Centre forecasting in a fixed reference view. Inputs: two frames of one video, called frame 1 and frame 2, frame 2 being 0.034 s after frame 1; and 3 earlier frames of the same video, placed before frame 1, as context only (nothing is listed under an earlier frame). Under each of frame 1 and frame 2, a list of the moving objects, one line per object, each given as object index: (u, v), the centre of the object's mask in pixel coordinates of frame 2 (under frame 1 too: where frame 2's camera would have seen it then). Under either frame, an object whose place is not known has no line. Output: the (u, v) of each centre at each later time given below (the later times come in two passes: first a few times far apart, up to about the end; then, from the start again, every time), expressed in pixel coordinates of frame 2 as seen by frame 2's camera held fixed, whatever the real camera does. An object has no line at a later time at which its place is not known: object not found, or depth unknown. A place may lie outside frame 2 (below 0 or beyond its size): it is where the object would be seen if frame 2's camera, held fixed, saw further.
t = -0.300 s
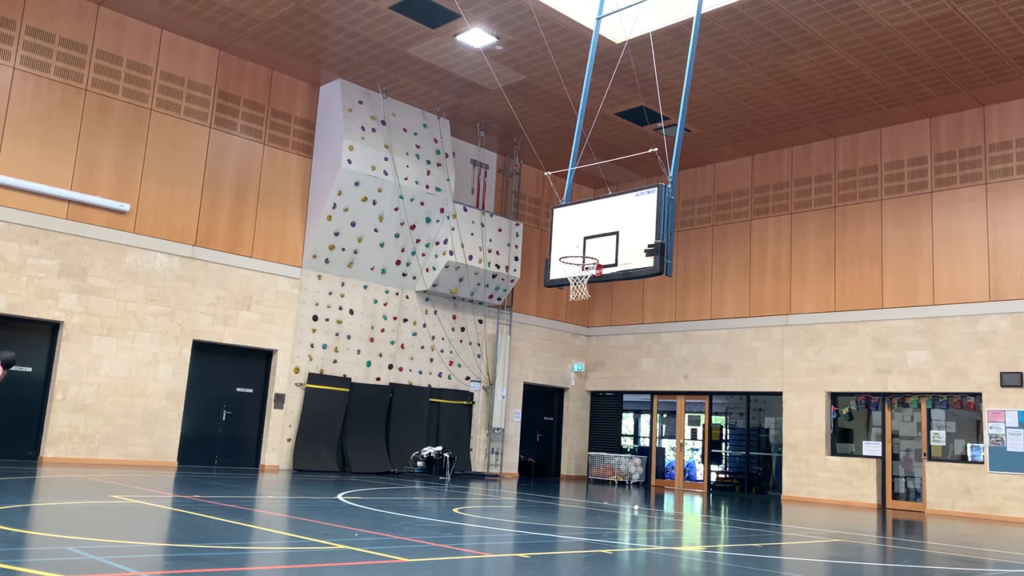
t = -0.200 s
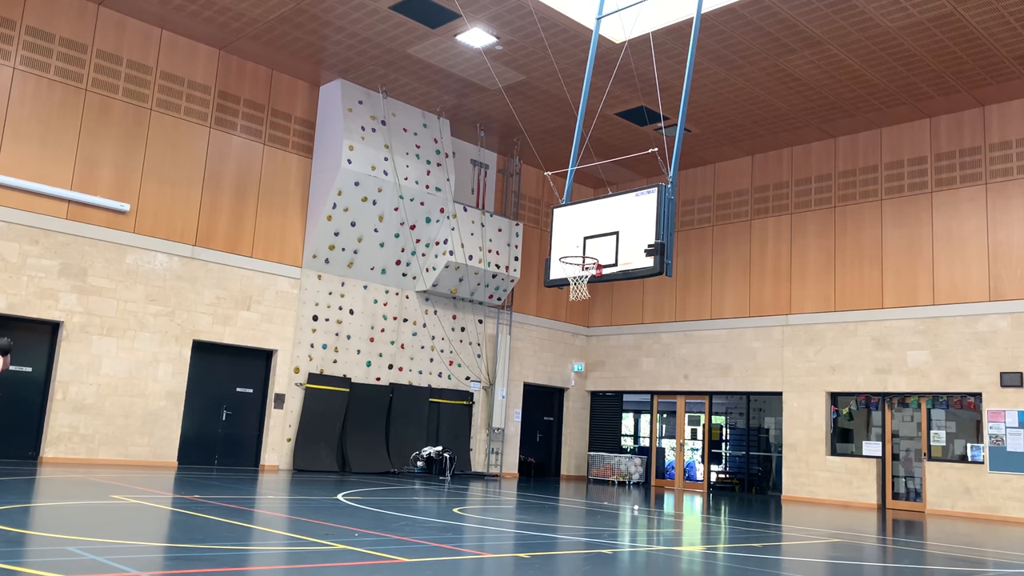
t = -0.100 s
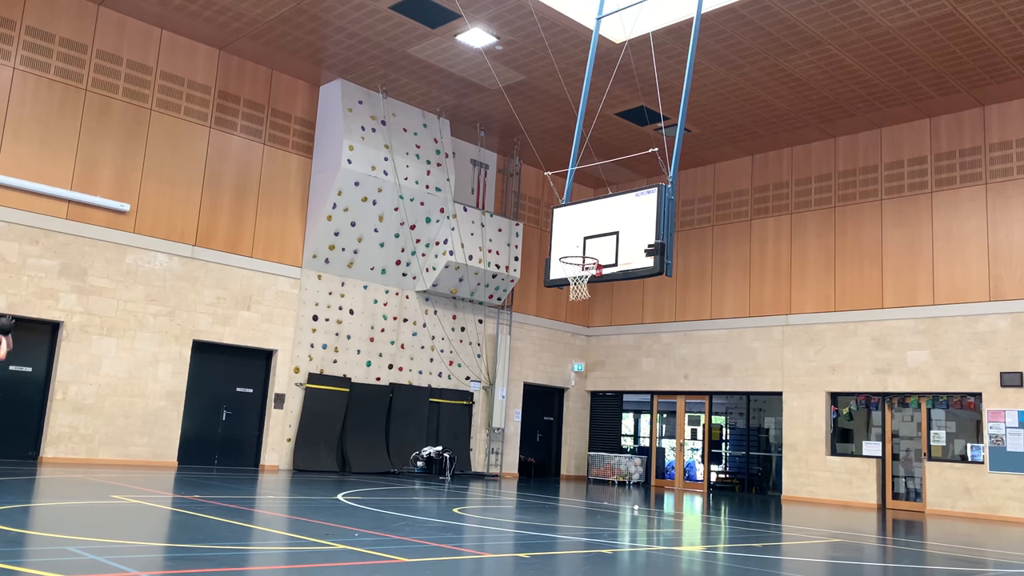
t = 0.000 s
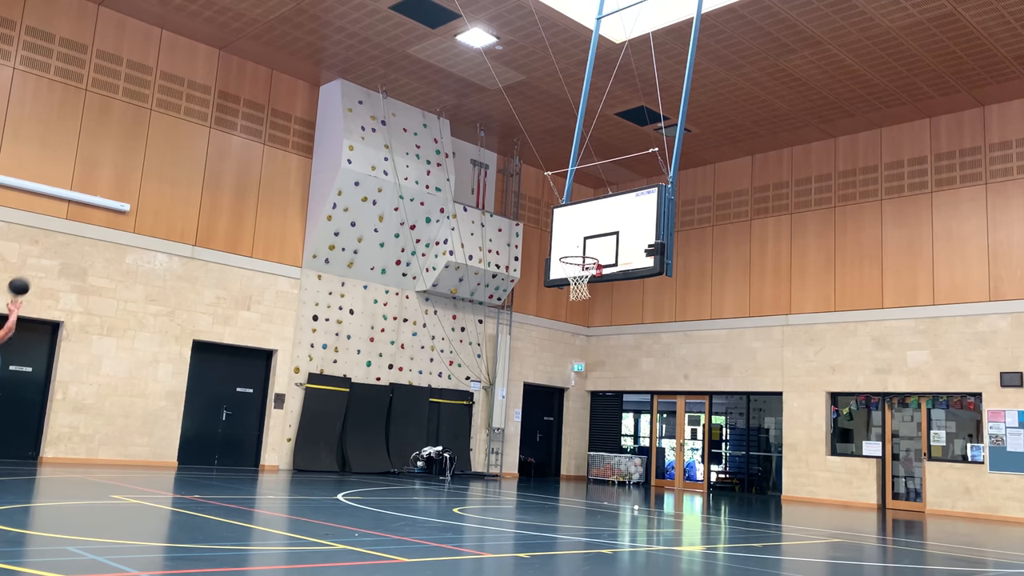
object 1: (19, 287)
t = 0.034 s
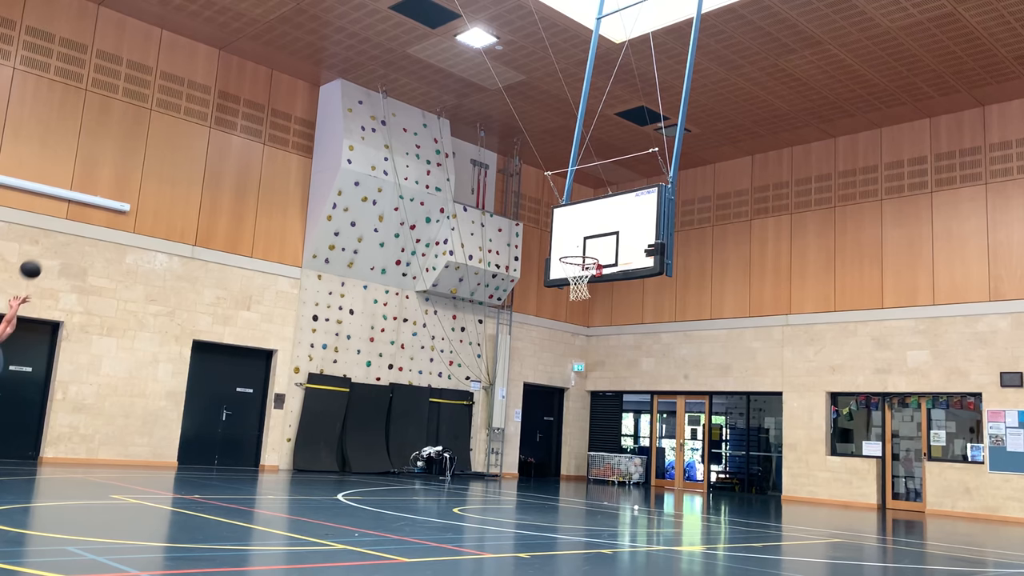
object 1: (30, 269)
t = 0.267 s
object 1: (107, 174)
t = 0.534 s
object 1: (185, 117)
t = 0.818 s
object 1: (259, 112)
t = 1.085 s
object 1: (325, 164)
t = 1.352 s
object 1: (388, 272)
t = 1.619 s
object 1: (451, 443)
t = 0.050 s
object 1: (36, 261)
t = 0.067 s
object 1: (42, 253)
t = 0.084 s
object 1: (47, 245)
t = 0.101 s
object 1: (53, 238)
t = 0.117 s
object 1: (59, 231)
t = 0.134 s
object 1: (65, 223)
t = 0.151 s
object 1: (70, 216)
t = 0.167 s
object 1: (75, 210)
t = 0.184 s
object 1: (81, 203)
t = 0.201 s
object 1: (86, 197)
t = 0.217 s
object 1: (92, 191)
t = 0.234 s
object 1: (97, 185)
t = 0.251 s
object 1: (102, 180)
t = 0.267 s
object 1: (107, 174)
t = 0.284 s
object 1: (112, 169)
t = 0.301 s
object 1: (117, 165)
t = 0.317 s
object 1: (122, 160)
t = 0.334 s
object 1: (128, 155)
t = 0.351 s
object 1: (132, 151)
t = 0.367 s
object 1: (137, 147)
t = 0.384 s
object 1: (142, 143)
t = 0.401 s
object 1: (147, 139)
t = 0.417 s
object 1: (152, 136)
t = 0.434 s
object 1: (157, 132)
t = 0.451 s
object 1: (161, 129)
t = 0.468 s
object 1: (166, 126)
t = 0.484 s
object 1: (171, 124)
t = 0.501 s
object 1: (175, 121)
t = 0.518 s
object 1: (180, 119)
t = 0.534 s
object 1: (185, 117)
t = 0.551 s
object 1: (189, 115)
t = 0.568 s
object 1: (194, 113)
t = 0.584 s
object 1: (198, 111)
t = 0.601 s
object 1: (203, 110)
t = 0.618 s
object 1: (208, 109)
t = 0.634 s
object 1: (212, 109)
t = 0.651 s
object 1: (217, 108)
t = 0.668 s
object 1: (221, 107)
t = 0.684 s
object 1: (226, 107)
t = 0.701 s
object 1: (229, 107)
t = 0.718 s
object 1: (234, 107)
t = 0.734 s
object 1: (238, 107)
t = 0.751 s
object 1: (243, 108)
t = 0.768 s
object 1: (247, 109)
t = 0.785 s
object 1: (251, 110)
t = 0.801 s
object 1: (255, 111)
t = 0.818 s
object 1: (259, 112)
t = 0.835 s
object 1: (264, 114)
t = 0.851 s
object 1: (268, 115)
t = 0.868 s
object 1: (272, 117)
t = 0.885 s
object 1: (277, 120)
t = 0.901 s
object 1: (280, 122)
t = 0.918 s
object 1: (284, 125)
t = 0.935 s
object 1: (289, 127)
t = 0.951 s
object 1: (293, 131)
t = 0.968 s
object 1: (297, 134)
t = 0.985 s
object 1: (301, 138)
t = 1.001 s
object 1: (305, 141)
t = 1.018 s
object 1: (309, 145)
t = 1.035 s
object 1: (314, 150)
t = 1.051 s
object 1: (317, 154)
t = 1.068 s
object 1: (321, 160)
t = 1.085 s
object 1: (325, 164)
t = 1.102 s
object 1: (329, 169)
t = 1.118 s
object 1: (333, 174)
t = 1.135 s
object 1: (337, 180)
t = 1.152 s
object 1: (341, 186)
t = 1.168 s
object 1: (345, 191)
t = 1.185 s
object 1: (349, 197)
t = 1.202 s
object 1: (353, 204)
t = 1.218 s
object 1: (356, 210)
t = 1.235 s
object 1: (361, 217)
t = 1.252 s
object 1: (365, 225)
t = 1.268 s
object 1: (369, 232)
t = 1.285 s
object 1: (373, 239)
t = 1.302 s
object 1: (377, 247)
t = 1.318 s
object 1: (381, 254)
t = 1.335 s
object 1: (384, 264)
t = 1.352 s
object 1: (388, 272)
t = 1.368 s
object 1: (392, 280)
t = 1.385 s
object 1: (396, 290)
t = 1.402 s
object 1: (400, 299)
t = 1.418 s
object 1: (404, 308)
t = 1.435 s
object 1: (408, 318)
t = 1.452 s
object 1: (412, 327)
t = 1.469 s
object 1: (415, 338)
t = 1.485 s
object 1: (419, 348)
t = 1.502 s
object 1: (423, 360)
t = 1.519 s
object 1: (427, 371)
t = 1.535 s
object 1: (431, 383)
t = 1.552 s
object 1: (435, 395)
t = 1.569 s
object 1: (440, 403)
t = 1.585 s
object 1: (443, 417)
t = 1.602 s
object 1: (447, 428)
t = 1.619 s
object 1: (451, 443)
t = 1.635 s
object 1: (455, 456)
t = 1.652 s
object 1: (459, 470)
